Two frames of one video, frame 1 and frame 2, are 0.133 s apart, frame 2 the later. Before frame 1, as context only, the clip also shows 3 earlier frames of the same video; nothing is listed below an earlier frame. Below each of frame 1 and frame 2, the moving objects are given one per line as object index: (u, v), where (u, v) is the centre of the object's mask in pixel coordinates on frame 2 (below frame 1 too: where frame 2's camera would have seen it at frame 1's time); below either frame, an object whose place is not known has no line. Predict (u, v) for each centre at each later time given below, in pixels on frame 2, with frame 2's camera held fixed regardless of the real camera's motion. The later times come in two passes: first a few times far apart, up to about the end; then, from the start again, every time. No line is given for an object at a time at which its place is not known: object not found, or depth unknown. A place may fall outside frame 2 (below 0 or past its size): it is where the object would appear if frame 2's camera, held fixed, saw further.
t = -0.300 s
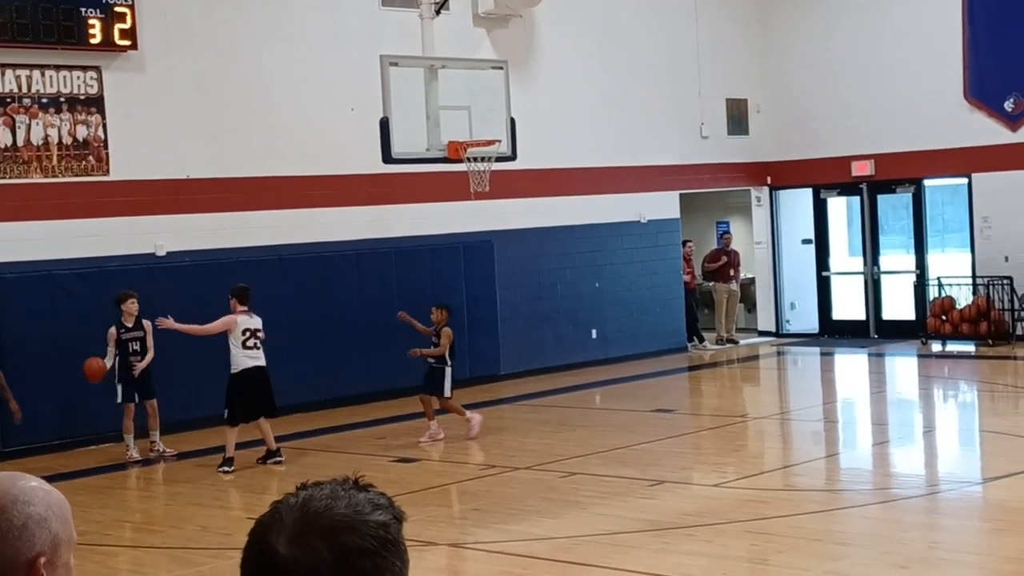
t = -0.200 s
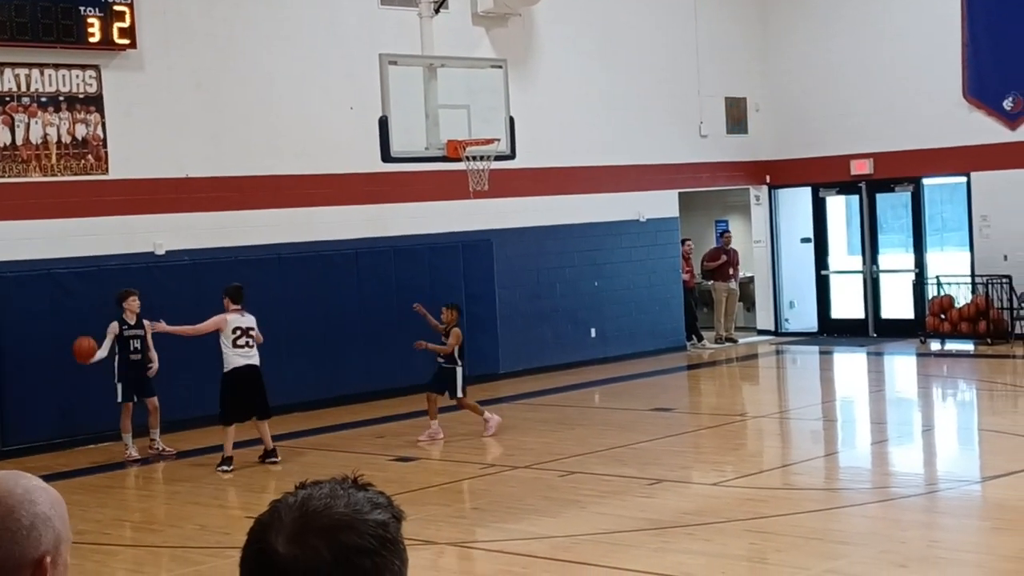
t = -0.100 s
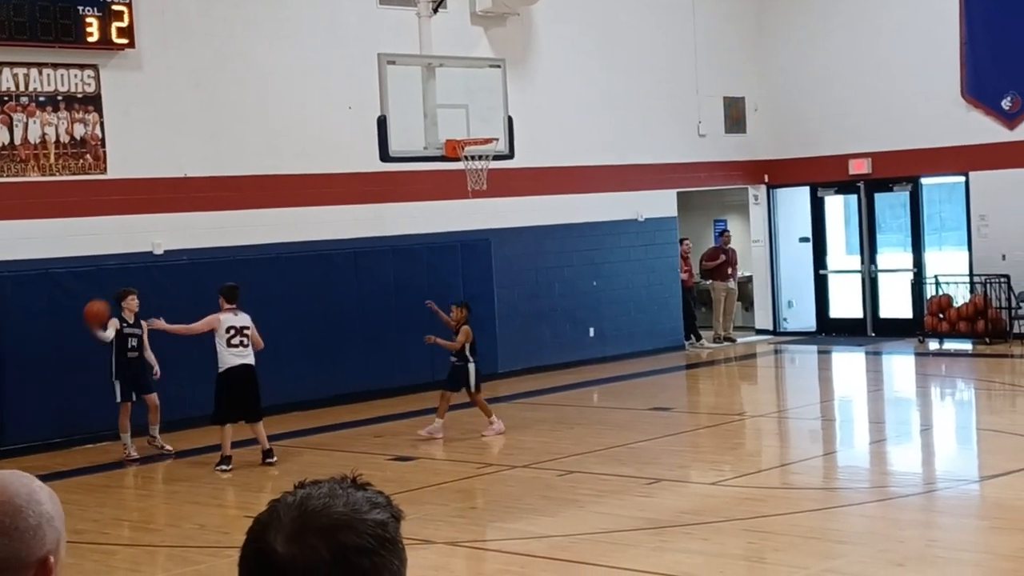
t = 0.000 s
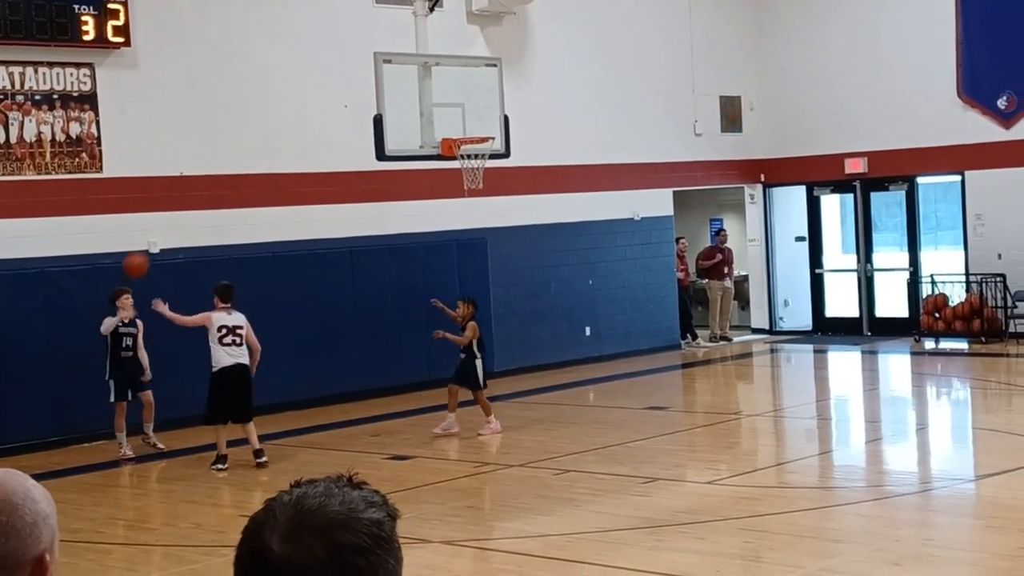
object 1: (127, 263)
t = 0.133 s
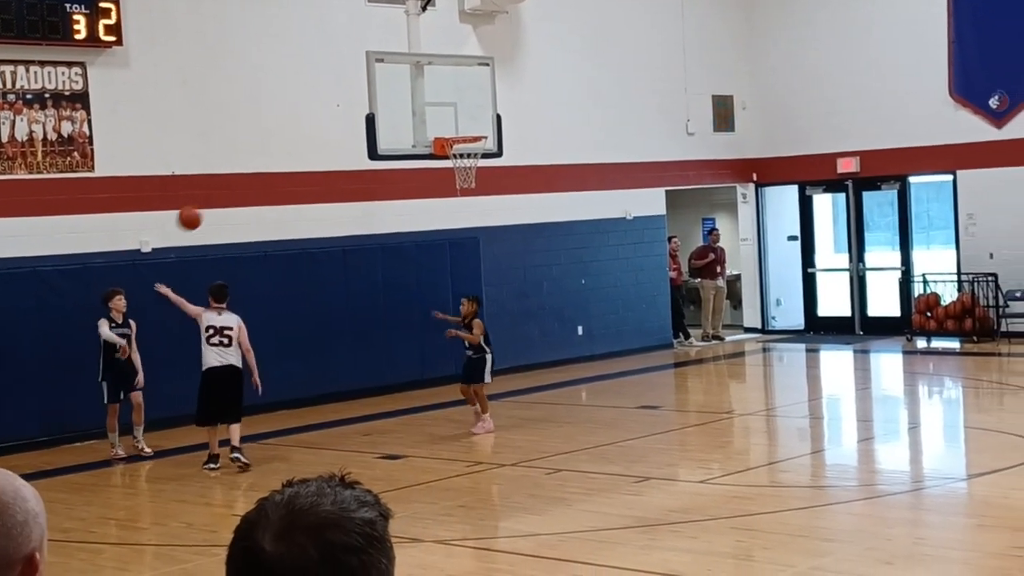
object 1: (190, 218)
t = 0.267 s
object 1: (252, 190)
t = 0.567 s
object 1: (394, 192)
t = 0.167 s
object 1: (205, 209)
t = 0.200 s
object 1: (221, 201)
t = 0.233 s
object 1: (236, 195)
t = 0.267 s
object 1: (252, 190)
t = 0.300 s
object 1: (268, 186)
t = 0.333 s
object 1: (284, 183)
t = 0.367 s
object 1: (300, 181)
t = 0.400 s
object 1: (315, 180)
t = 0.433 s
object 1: (331, 180)
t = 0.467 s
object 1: (347, 182)
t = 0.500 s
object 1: (363, 184)
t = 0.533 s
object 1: (378, 187)
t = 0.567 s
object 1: (394, 192)
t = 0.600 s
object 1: (410, 197)
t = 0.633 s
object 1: (425, 204)
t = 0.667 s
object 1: (441, 212)
